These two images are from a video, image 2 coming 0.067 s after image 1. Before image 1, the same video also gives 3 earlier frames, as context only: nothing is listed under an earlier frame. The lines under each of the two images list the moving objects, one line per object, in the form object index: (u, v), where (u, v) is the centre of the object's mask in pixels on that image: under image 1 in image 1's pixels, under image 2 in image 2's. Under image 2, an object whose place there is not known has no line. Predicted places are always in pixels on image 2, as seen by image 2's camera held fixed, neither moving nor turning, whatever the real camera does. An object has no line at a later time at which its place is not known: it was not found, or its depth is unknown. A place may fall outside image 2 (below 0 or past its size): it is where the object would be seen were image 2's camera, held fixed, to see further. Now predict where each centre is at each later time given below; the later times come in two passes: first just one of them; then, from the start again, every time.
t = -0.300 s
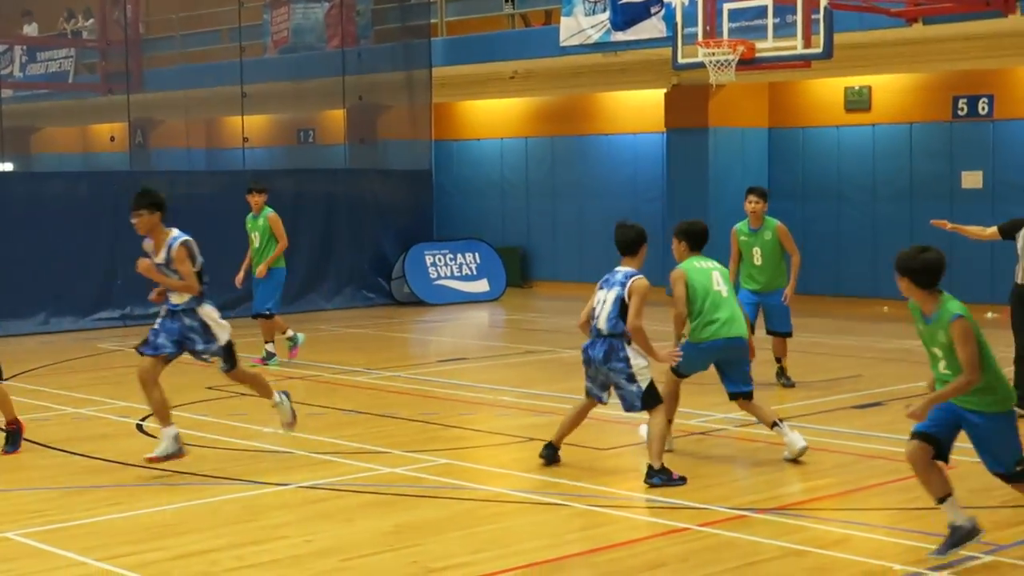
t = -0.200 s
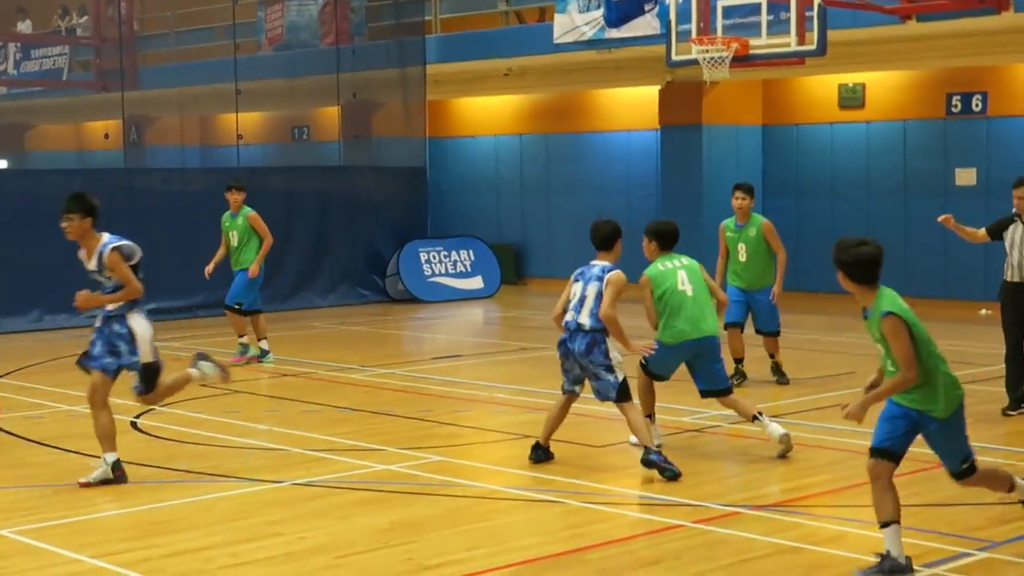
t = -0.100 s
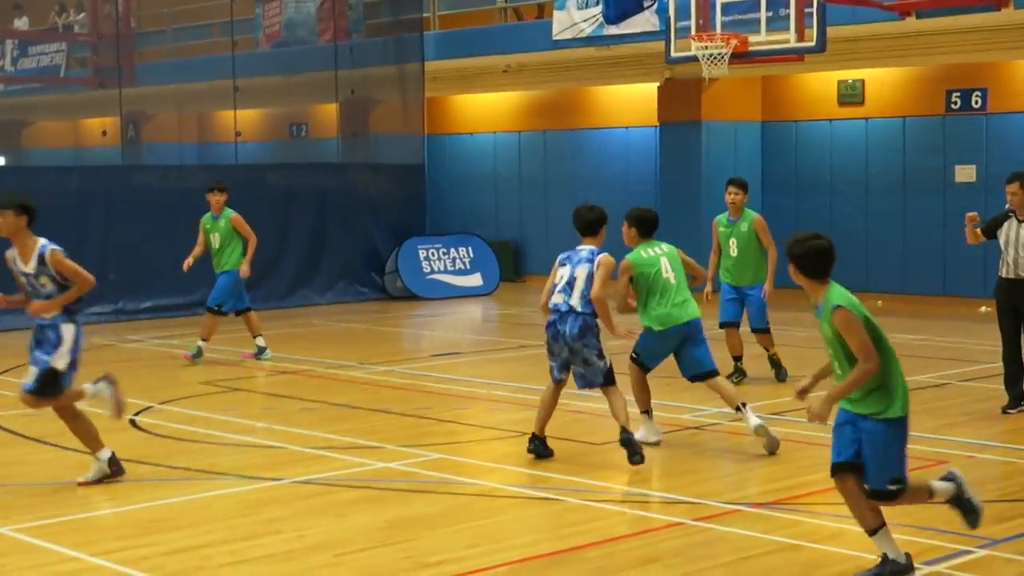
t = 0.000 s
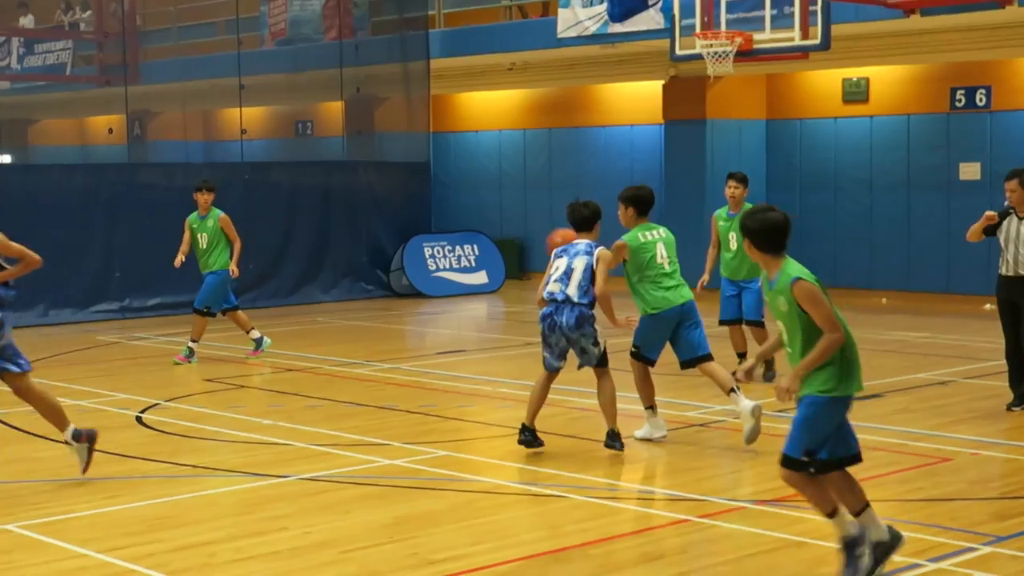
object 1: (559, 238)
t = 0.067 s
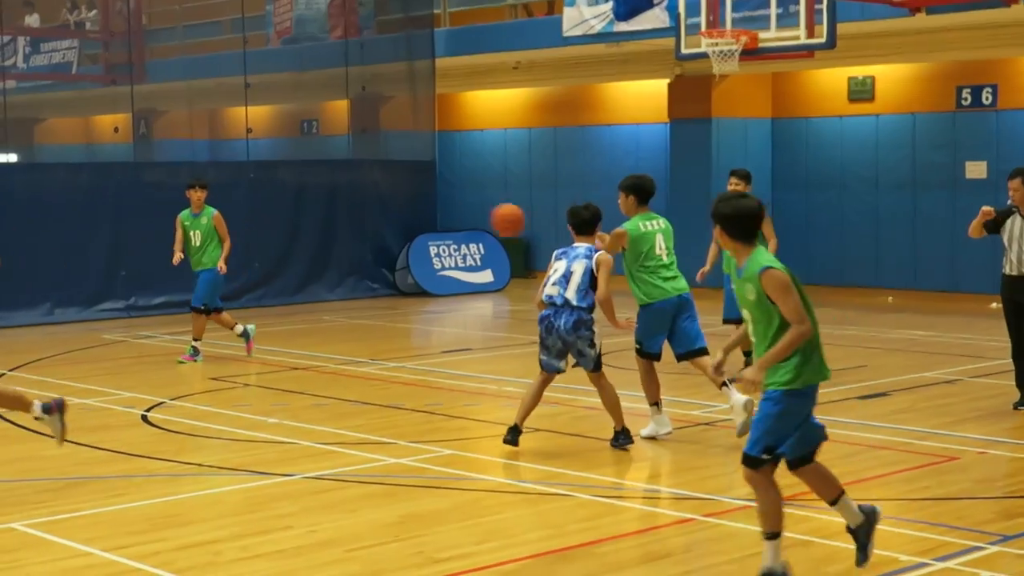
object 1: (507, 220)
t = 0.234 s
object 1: (369, 188)
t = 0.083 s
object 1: (492, 215)
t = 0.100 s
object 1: (478, 210)
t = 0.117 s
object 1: (463, 206)
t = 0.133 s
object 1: (450, 202)
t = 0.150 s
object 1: (436, 199)
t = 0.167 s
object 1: (421, 196)
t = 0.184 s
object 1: (408, 194)
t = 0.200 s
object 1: (395, 191)
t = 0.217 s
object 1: (381, 190)
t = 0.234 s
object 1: (369, 188)
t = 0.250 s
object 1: (356, 187)
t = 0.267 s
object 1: (345, 186)
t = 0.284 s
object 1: (332, 186)
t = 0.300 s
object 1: (321, 185)
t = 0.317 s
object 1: (309, 186)
